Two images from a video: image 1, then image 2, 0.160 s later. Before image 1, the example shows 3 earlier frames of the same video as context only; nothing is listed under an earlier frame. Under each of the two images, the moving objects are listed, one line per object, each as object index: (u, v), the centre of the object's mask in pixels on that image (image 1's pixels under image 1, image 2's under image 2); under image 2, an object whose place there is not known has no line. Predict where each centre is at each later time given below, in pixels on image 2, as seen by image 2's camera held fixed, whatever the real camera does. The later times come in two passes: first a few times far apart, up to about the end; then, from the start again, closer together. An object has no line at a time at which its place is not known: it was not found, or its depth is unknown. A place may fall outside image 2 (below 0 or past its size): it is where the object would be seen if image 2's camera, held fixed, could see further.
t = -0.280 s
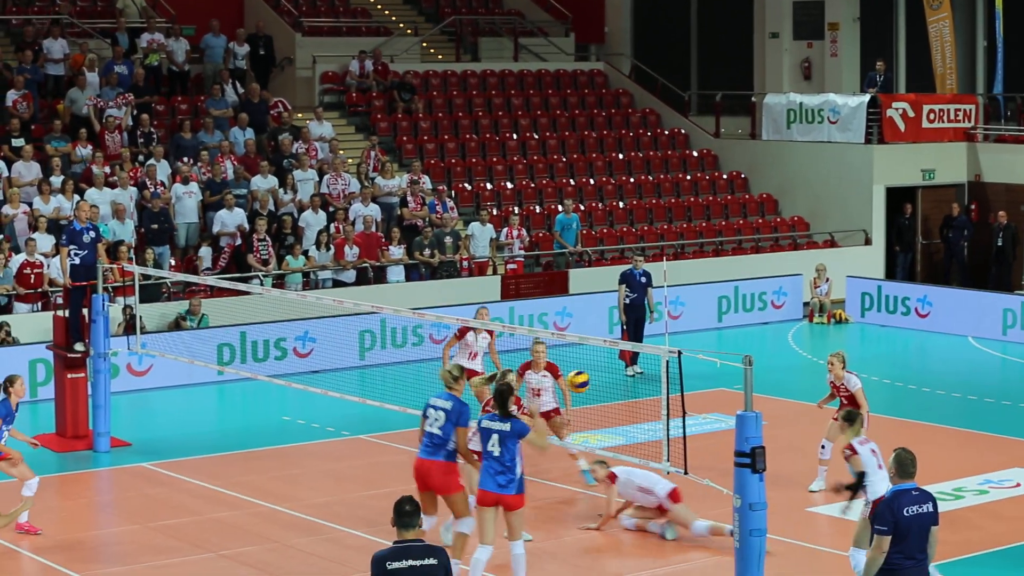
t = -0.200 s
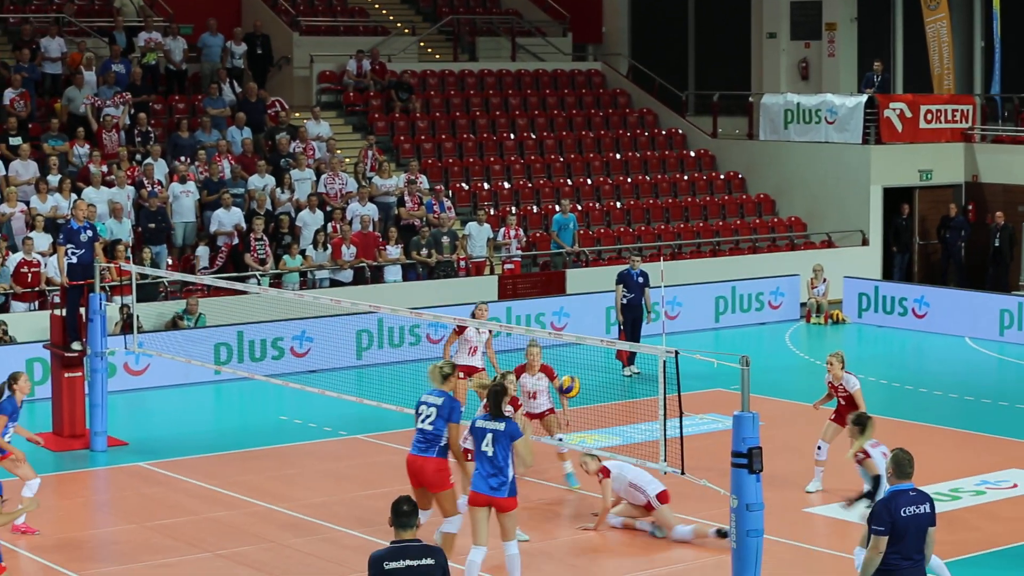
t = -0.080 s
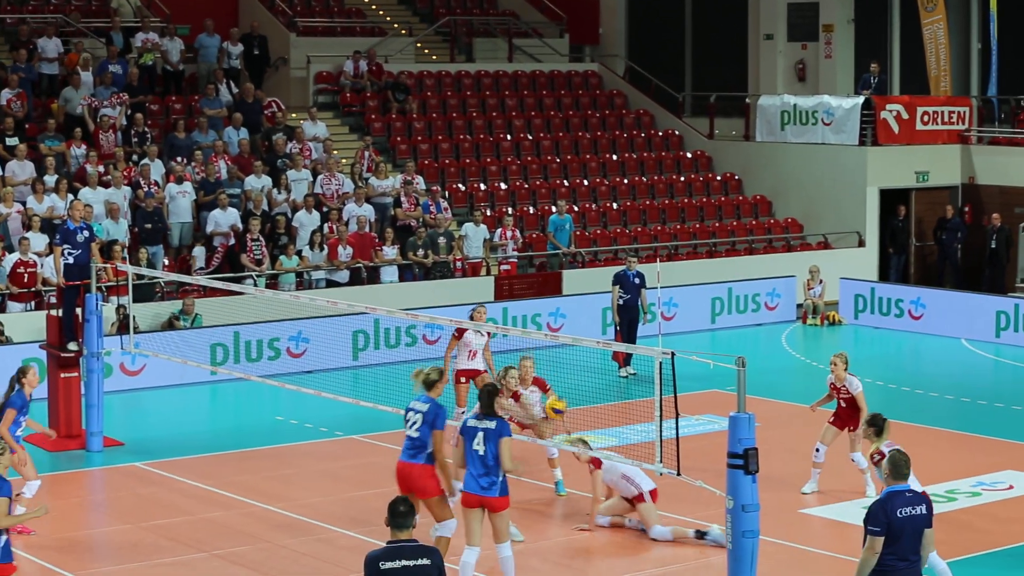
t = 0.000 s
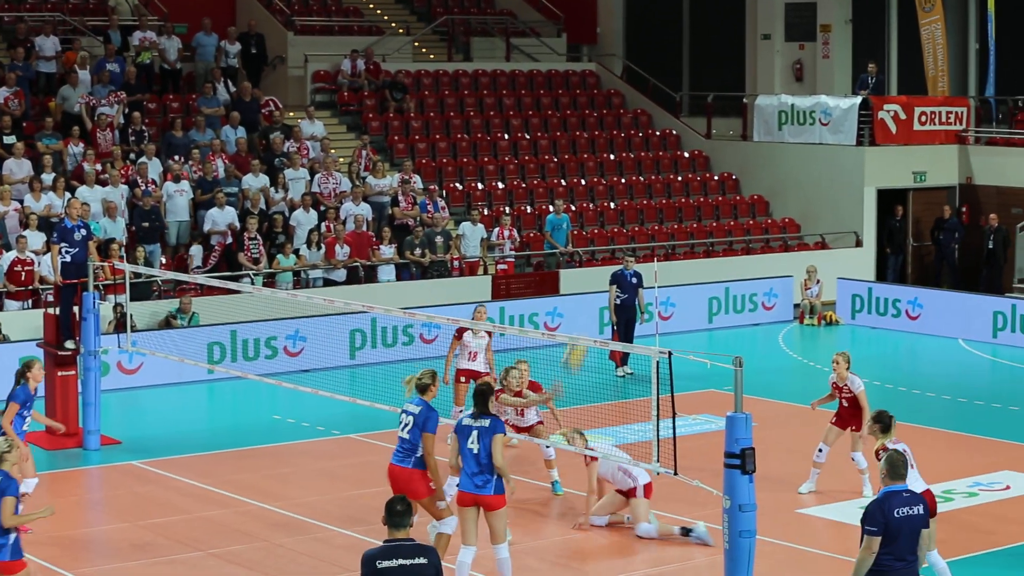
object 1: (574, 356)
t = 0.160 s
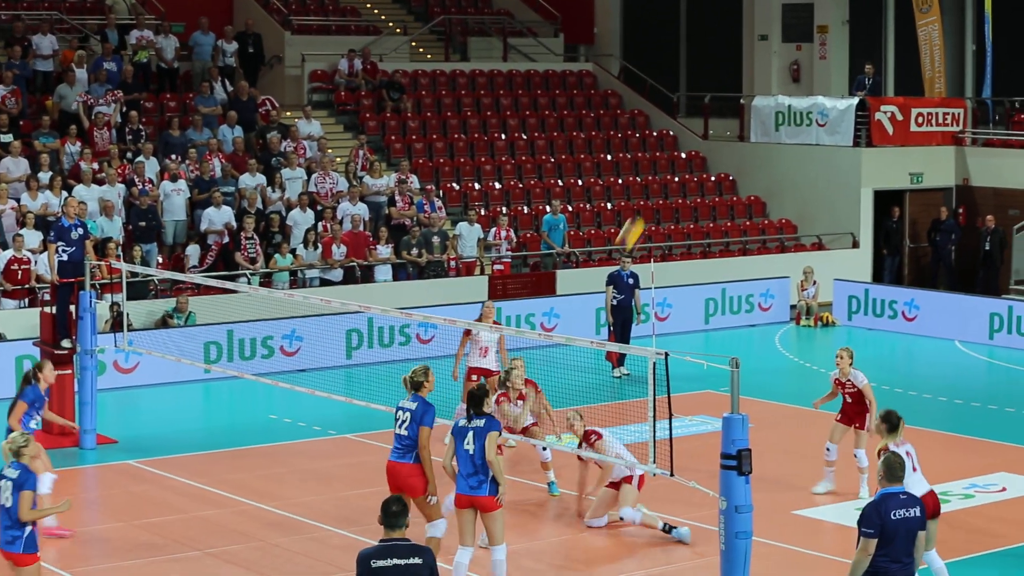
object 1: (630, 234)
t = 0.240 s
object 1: (661, 185)
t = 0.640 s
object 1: (806, 45)
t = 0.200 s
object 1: (646, 209)
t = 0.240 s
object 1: (661, 185)
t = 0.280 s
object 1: (675, 163)
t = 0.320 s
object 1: (691, 142)
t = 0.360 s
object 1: (705, 124)
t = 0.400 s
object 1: (719, 108)
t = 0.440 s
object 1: (733, 94)
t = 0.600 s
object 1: (792, 51)
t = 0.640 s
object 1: (806, 45)
